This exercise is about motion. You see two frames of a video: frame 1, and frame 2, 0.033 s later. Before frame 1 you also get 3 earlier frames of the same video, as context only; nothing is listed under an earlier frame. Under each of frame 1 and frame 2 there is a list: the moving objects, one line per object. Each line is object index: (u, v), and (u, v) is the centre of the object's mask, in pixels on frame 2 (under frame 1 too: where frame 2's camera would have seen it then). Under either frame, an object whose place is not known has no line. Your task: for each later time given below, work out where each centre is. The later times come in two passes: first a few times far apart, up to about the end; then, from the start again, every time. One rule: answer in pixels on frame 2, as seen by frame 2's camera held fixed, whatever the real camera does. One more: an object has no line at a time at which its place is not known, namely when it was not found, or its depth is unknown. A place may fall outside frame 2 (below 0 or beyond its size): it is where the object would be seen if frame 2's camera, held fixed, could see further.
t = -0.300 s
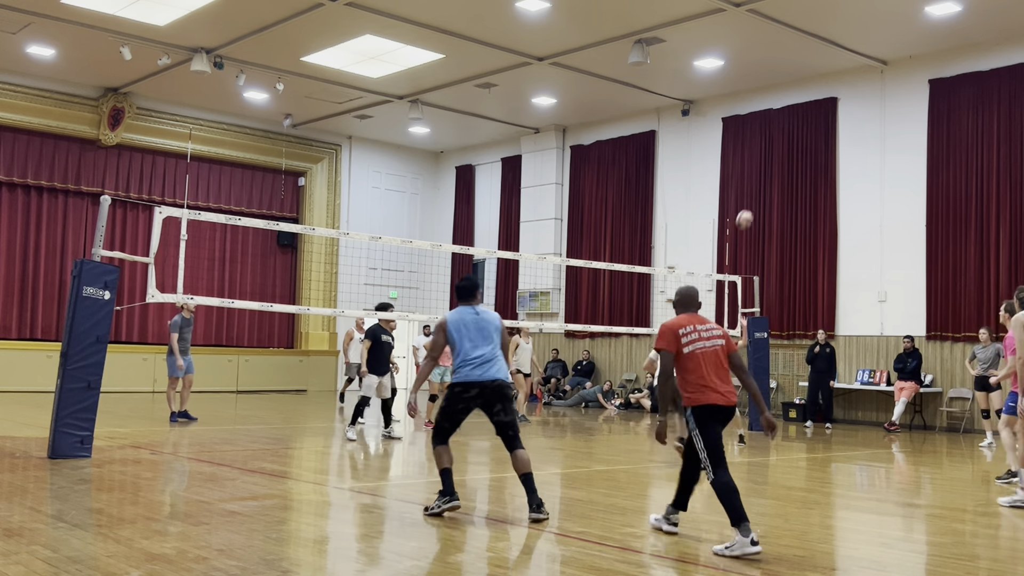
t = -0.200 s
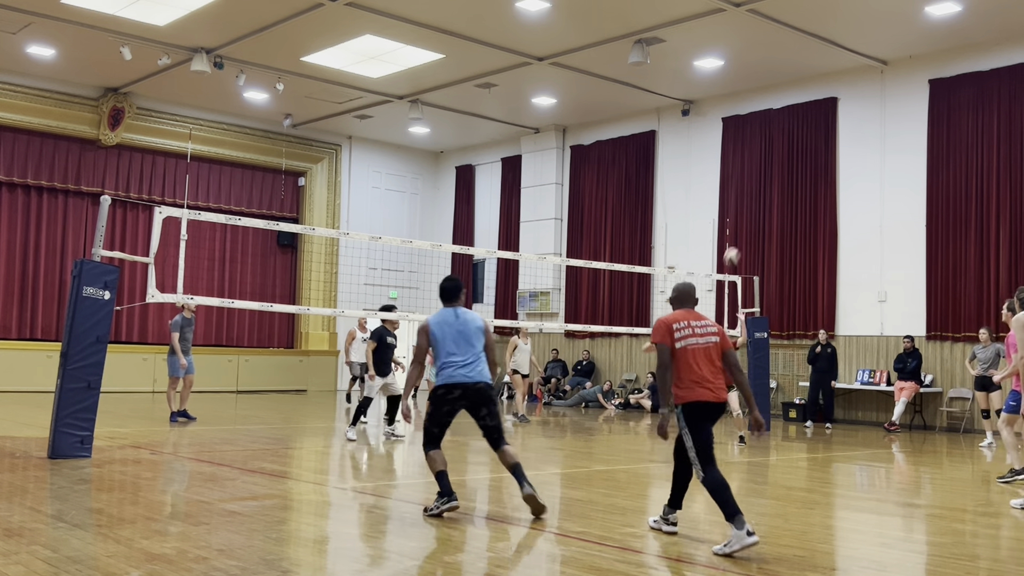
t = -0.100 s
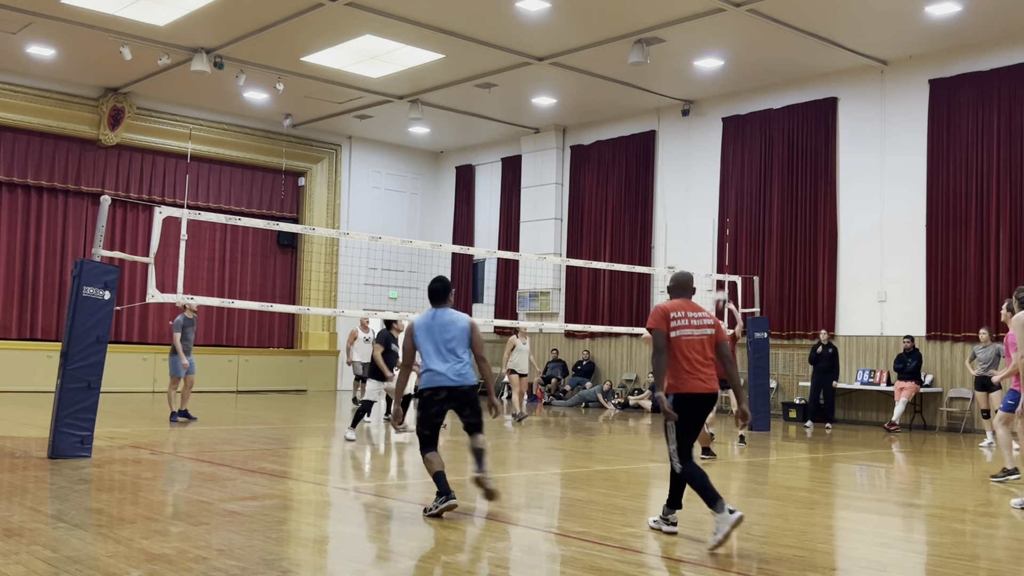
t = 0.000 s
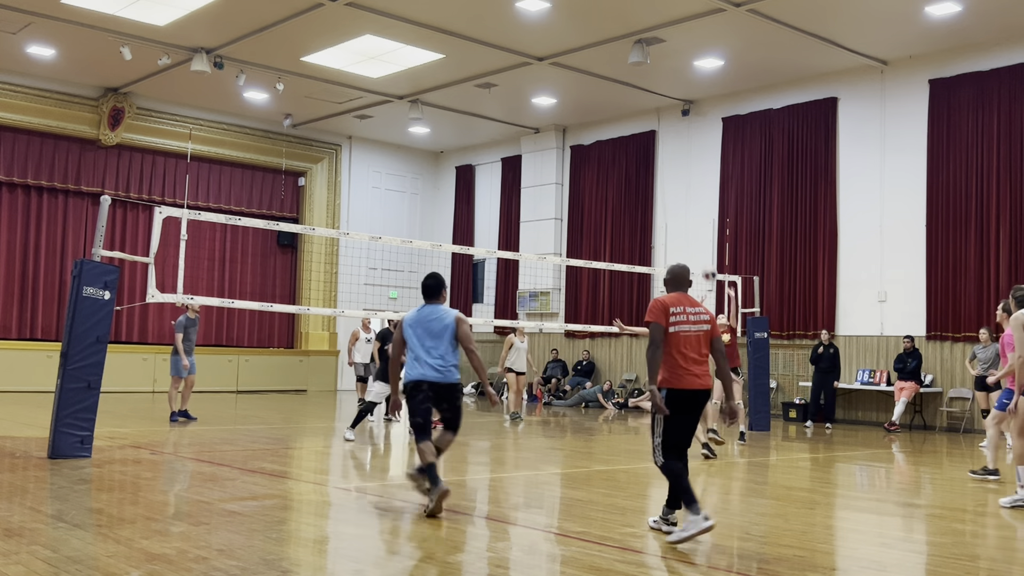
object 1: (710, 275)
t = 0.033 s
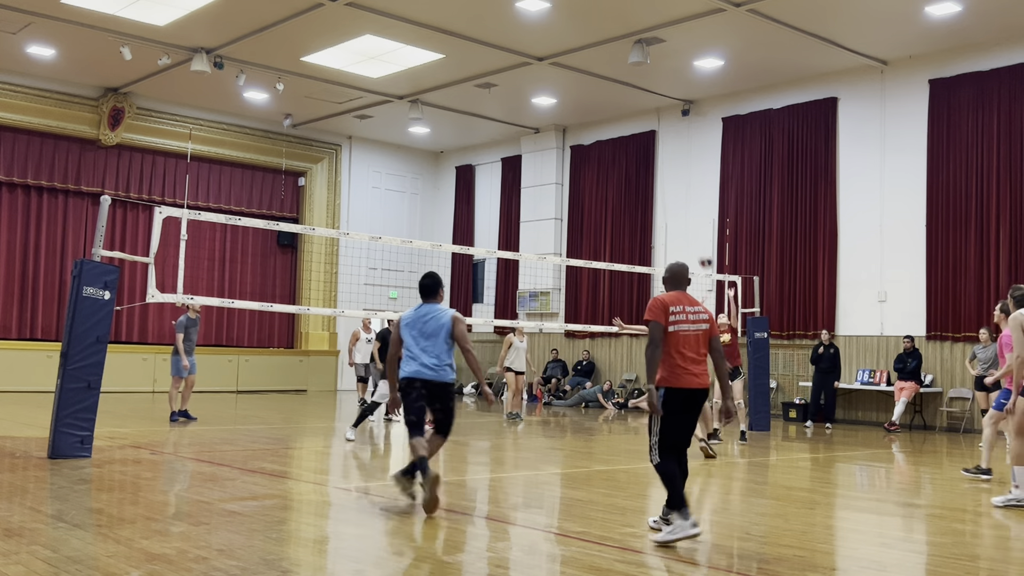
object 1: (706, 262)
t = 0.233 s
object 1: (684, 199)
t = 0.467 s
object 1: (657, 164)
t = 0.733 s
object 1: (625, 174)
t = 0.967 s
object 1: (597, 228)
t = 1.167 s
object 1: (572, 308)
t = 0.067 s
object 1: (702, 249)
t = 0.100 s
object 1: (699, 238)
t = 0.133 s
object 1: (695, 226)
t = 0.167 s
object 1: (691, 216)
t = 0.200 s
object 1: (687, 207)
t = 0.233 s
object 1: (684, 199)
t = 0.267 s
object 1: (680, 192)
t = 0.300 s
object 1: (676, 185)
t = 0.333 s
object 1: (673, 179)
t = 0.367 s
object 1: (669, 174)
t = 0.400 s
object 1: (665, 170)
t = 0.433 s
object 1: (661, 166)
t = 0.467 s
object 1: (657, 164)
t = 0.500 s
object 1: (653, 162)
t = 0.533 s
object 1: (649, 161)
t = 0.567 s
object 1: (646, 161)
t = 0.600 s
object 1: (642, 162)
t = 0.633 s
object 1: (638, 164)
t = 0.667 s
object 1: (634, 166)
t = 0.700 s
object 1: (630, 170)
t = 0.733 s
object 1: (625, 174)
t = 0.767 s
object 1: (621, 179)
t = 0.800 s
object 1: (617, 185)
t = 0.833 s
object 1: (613, 192)
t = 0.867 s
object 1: (609, 200)
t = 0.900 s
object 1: (605, 208)
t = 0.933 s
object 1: (601, 218)
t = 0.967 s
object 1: (597, 228)
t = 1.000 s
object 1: (592, 239)
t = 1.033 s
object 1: (588, 251)
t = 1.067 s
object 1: (584, 264)
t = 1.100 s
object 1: (580, 279)
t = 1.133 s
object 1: (575, 293)
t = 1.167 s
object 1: (572, 308)
